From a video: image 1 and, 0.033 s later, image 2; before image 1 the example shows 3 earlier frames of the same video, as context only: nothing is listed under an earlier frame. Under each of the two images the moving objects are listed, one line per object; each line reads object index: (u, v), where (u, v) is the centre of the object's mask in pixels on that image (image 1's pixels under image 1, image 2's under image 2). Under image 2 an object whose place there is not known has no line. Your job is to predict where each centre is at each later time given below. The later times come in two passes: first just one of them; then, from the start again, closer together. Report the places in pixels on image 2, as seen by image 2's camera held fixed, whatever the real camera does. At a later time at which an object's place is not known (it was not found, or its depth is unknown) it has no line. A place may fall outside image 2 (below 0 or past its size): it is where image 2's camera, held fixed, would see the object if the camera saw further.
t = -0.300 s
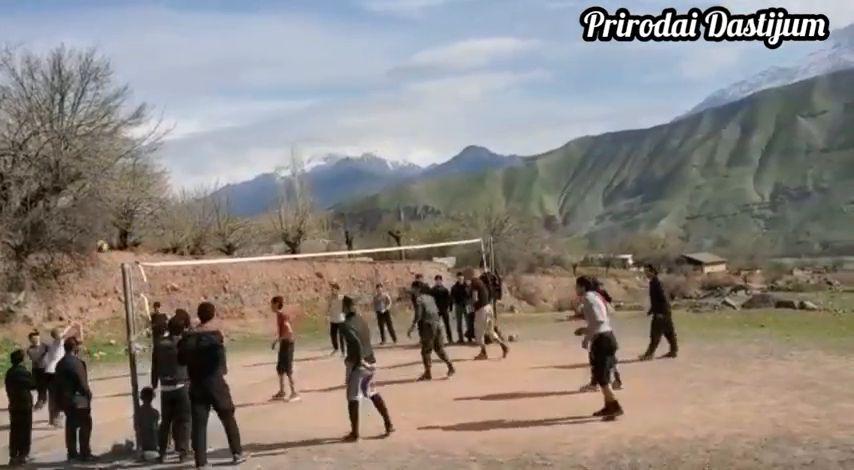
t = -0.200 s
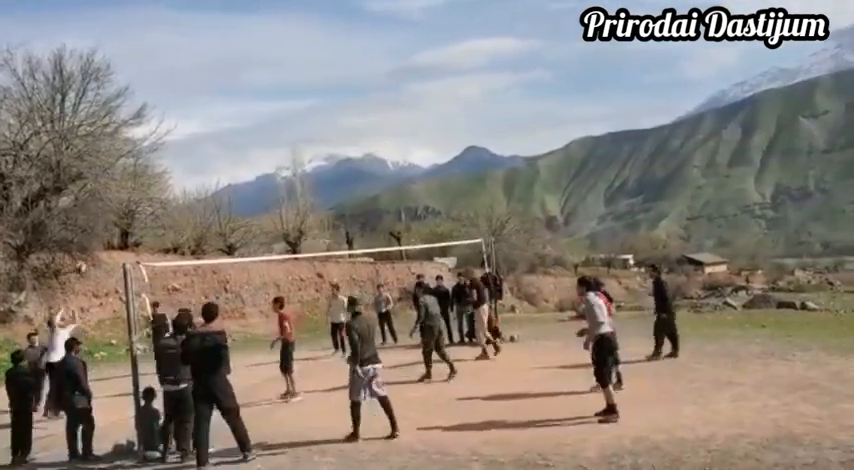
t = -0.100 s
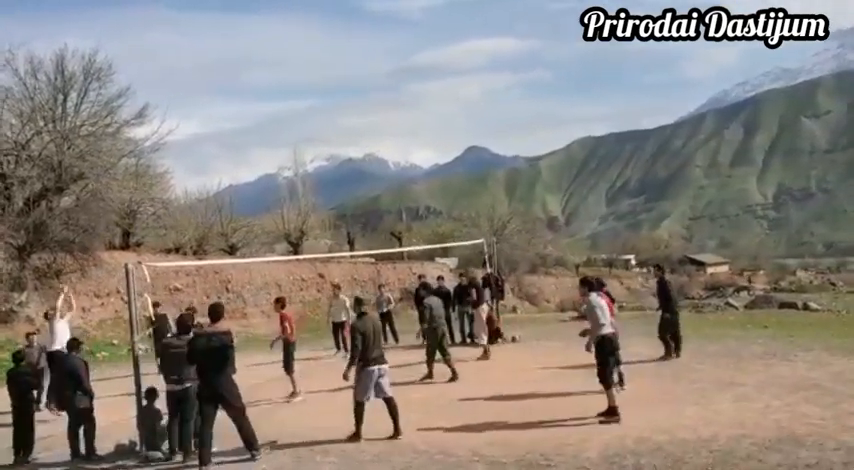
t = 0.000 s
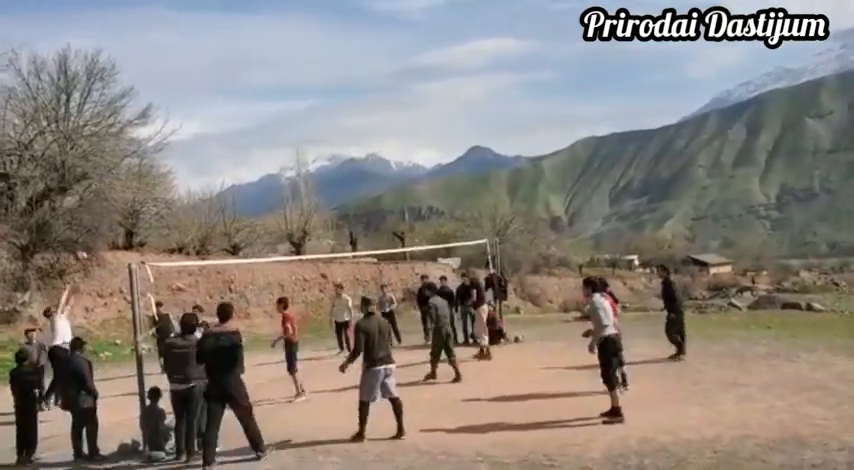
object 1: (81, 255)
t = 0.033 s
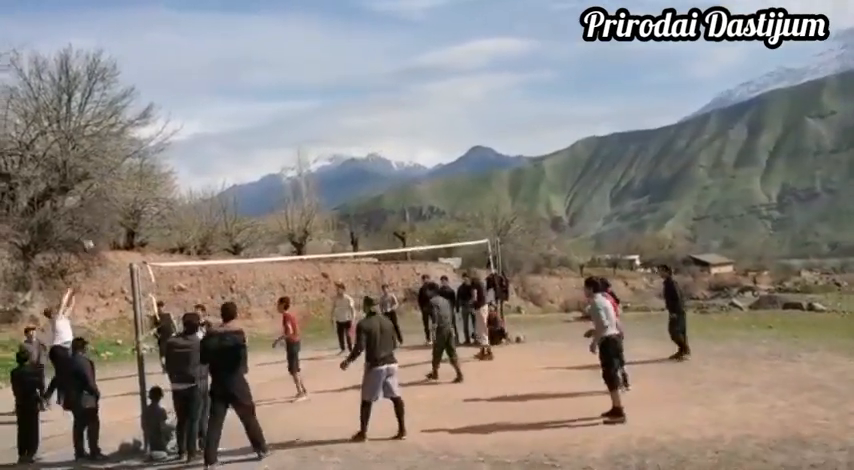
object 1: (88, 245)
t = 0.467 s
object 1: (153, 170)
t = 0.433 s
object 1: (149, 172)
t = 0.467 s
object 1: (153, 170)
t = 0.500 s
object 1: (157, 168)
